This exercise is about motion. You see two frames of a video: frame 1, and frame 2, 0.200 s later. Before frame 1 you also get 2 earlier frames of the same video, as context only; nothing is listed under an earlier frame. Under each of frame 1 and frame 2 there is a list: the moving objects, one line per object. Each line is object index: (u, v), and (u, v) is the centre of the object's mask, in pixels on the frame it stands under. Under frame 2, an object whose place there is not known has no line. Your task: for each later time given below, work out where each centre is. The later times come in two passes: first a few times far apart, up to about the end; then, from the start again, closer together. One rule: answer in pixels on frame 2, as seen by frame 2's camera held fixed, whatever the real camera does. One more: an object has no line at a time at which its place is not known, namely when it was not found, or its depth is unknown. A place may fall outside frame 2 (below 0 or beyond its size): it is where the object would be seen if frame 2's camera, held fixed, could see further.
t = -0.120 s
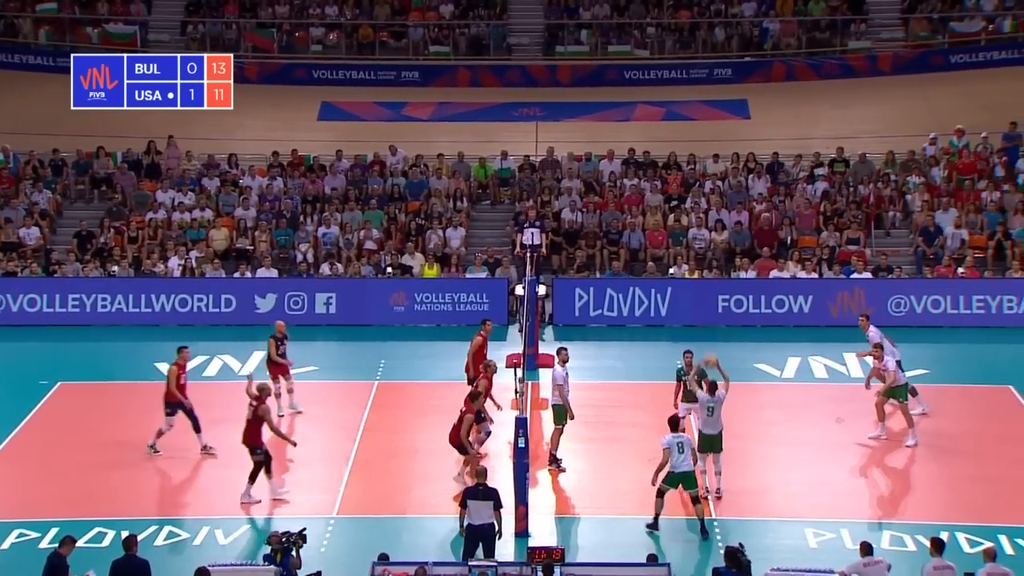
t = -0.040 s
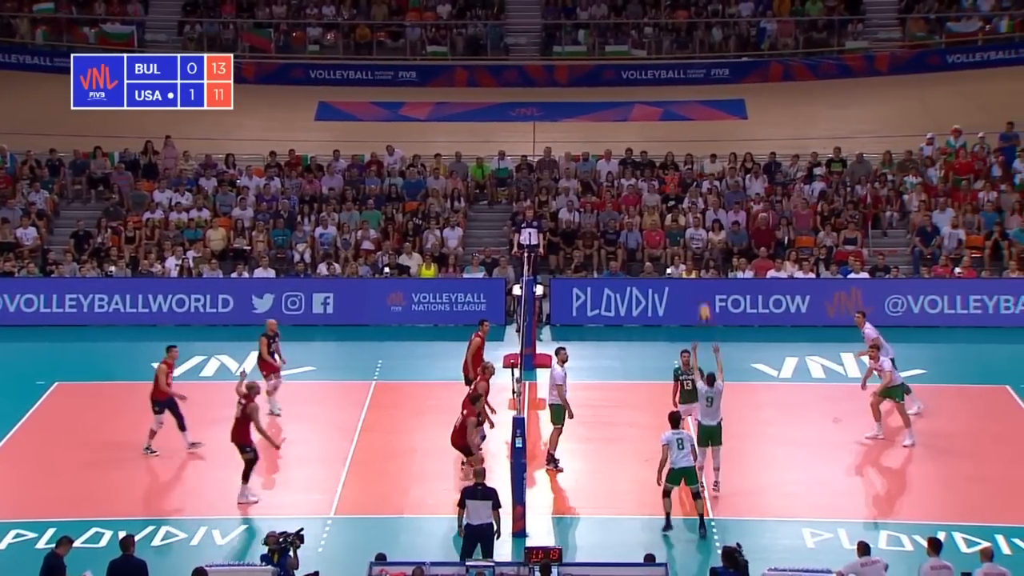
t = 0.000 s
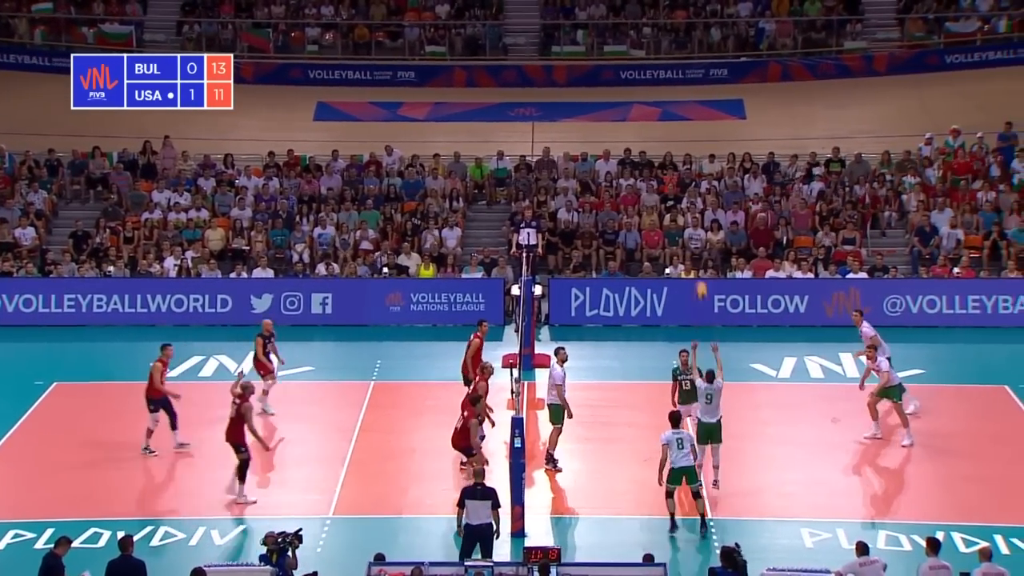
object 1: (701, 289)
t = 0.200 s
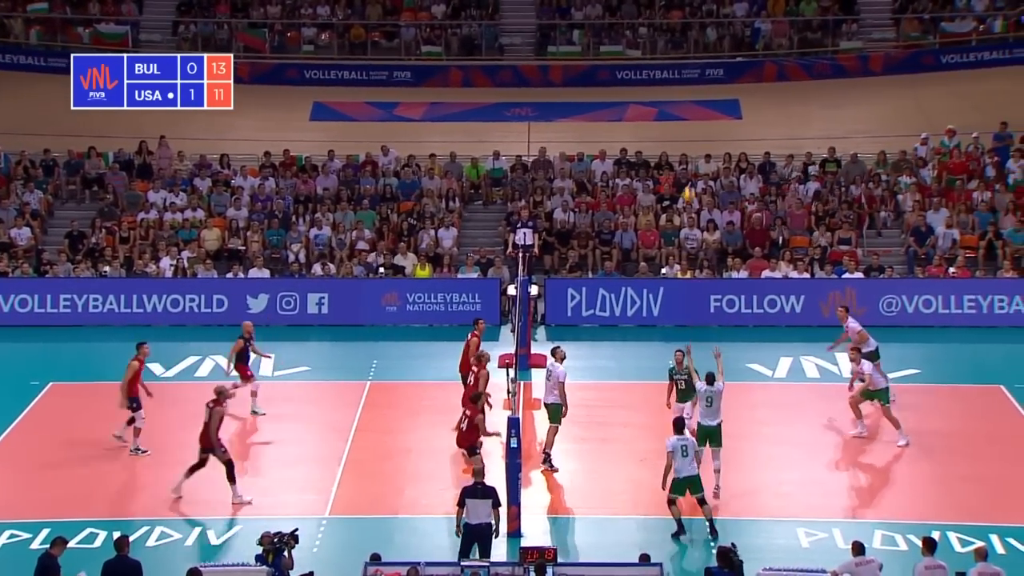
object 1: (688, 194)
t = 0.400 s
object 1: (681, 129)
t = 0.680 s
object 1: (673, 81)
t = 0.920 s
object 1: (667, 79)
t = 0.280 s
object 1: (684, 162)
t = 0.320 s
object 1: (683, 151)
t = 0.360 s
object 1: (682, 139)
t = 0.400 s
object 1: (681, 129)
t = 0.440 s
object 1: (680, 118)
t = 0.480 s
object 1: (678, 110)
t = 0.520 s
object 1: (677, 102)
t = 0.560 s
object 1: (676, 95)
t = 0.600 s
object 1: (675, 89)
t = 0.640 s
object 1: (674, 85)
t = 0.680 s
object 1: (673, 81)
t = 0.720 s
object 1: (672, 79)
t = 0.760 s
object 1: (671, 77)
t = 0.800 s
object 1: (670, 77)
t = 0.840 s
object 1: (669, 77)
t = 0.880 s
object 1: (668, 78)
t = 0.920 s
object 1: (667, 79)
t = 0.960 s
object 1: (666, 82)
